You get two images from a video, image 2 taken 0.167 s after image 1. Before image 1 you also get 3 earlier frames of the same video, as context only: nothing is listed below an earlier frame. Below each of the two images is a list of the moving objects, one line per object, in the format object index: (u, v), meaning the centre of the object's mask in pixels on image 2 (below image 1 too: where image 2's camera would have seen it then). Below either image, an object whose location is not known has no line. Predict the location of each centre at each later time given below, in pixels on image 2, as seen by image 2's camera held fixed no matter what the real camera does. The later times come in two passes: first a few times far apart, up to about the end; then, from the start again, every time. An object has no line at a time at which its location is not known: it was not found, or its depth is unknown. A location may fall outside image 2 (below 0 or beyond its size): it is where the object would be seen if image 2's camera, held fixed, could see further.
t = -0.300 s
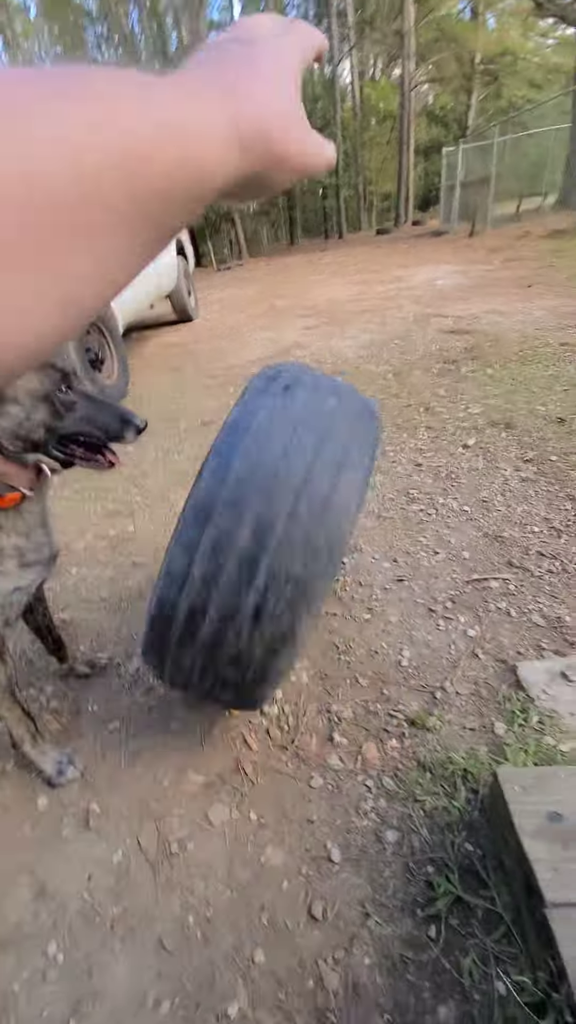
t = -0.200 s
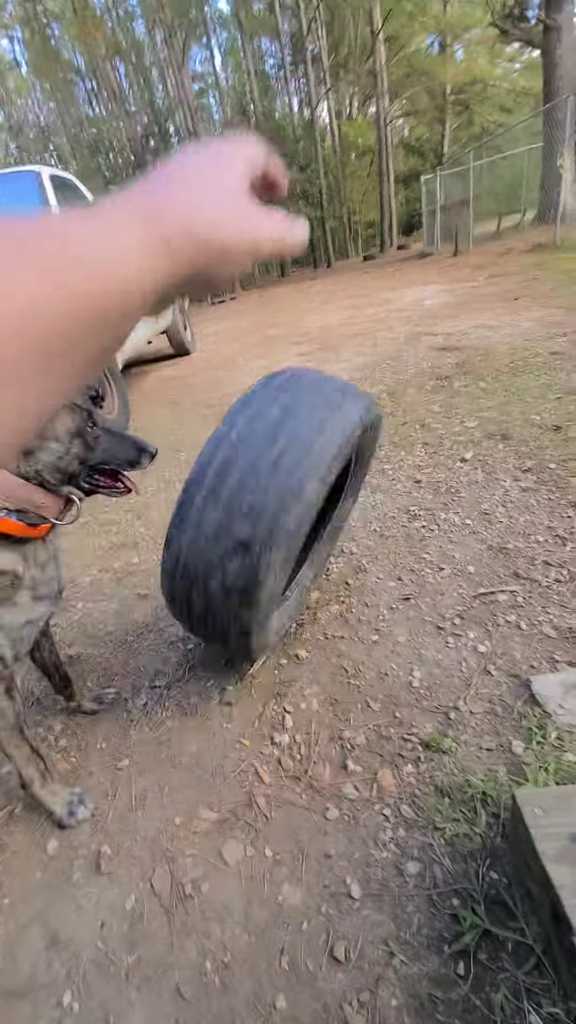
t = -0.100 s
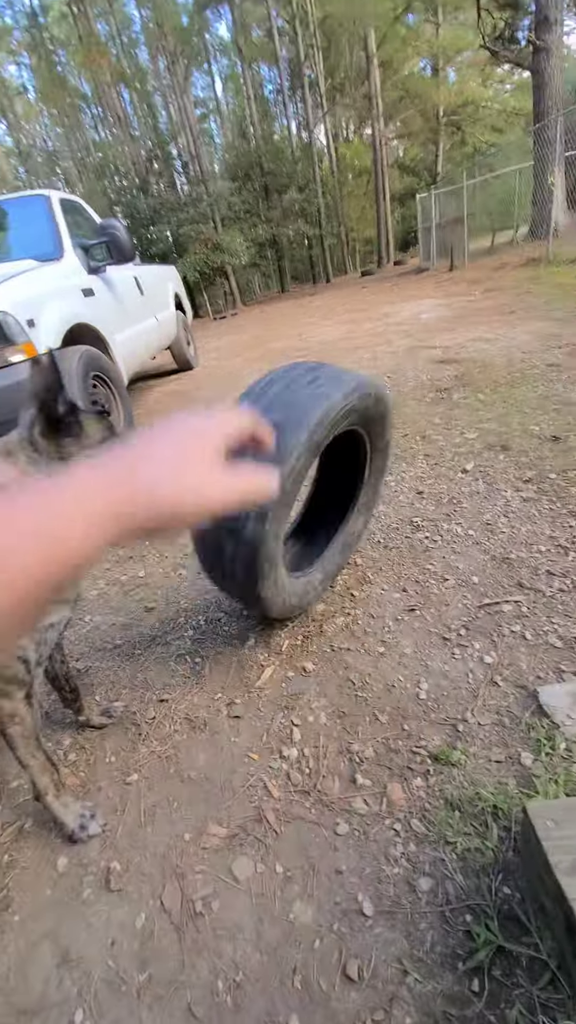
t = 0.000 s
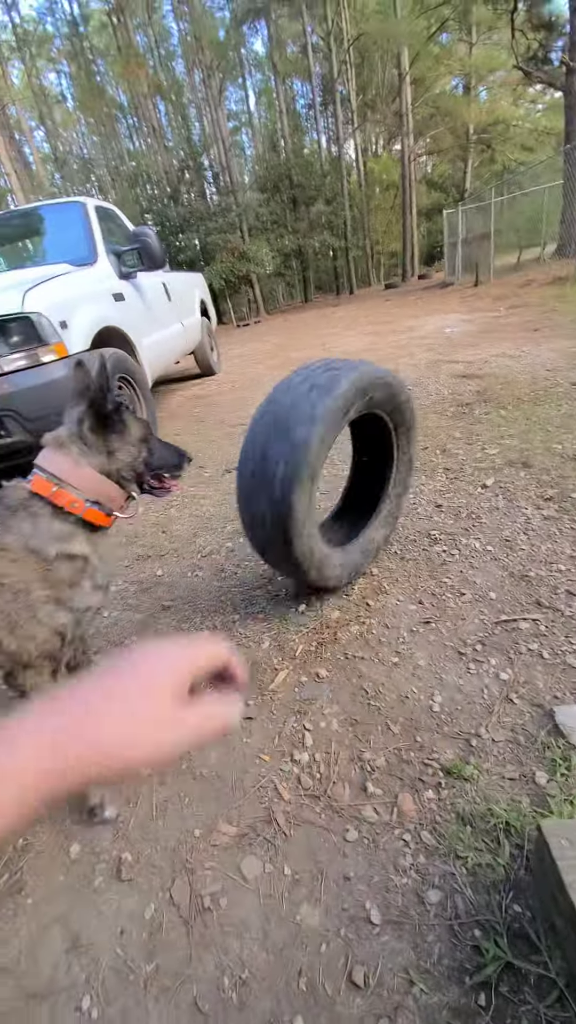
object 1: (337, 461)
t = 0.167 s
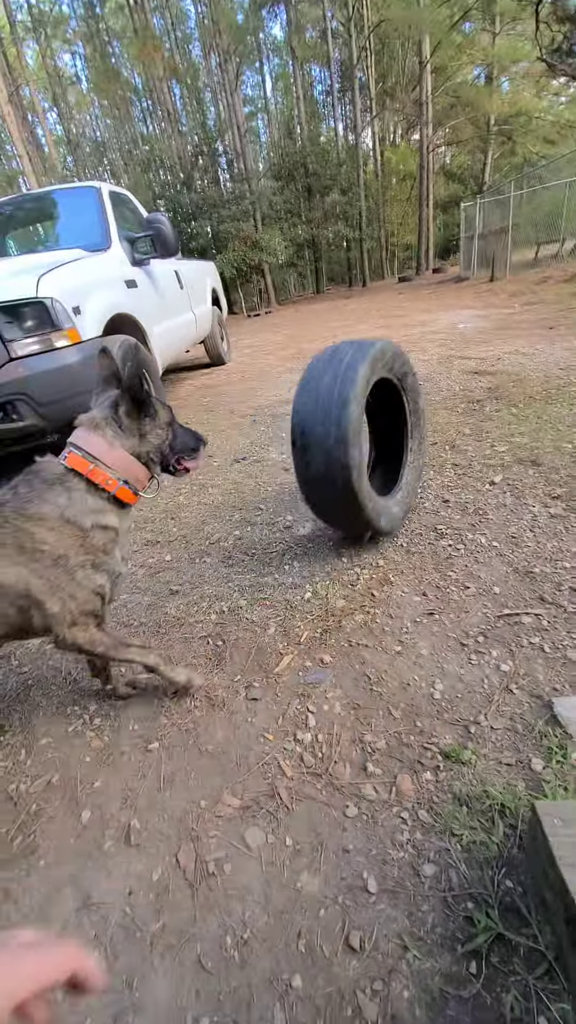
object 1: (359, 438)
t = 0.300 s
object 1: (379, 419)
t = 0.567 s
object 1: (416, 391)
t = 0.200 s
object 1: (364, 433)
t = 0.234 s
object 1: (369, 428)
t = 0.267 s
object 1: (373, 423)
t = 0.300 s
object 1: (379, 419)
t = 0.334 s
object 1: (384, 415)
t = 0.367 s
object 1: (388, 411)
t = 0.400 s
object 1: (394, 409)
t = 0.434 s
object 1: (400, 404)
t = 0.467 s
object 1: (405, 400)
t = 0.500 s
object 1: (409, 396)
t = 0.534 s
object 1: (413, 393)
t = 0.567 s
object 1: (416, 391)
